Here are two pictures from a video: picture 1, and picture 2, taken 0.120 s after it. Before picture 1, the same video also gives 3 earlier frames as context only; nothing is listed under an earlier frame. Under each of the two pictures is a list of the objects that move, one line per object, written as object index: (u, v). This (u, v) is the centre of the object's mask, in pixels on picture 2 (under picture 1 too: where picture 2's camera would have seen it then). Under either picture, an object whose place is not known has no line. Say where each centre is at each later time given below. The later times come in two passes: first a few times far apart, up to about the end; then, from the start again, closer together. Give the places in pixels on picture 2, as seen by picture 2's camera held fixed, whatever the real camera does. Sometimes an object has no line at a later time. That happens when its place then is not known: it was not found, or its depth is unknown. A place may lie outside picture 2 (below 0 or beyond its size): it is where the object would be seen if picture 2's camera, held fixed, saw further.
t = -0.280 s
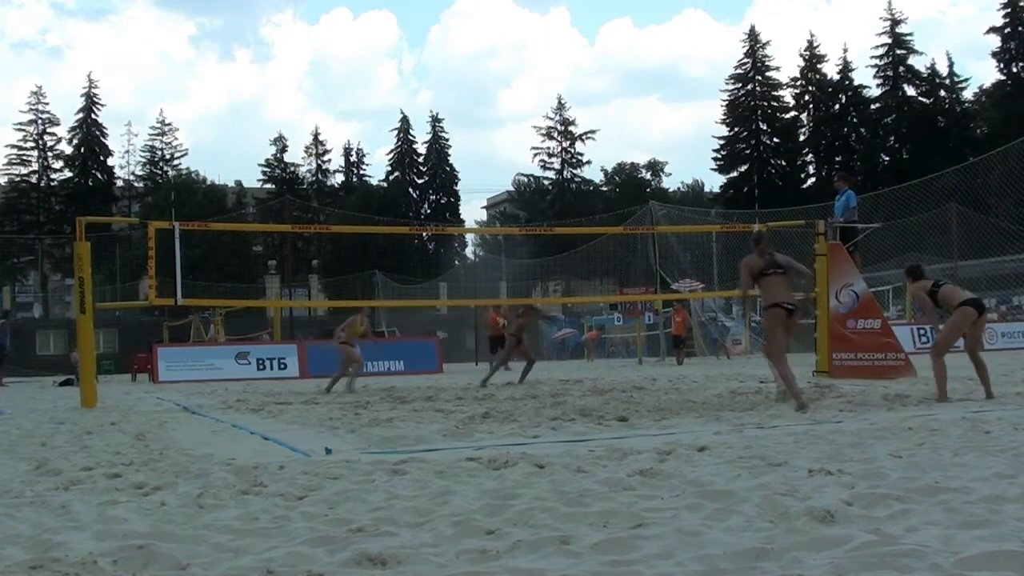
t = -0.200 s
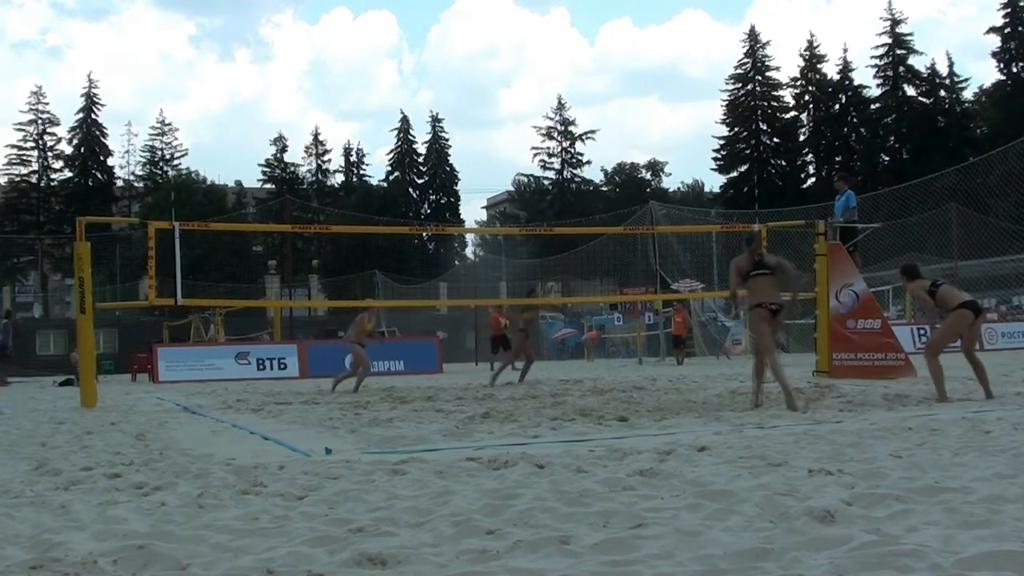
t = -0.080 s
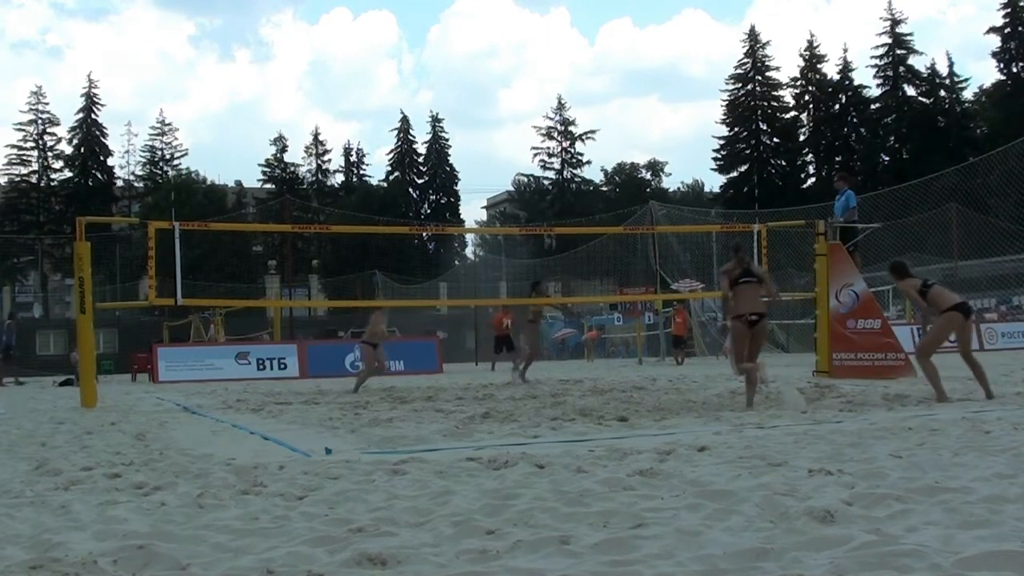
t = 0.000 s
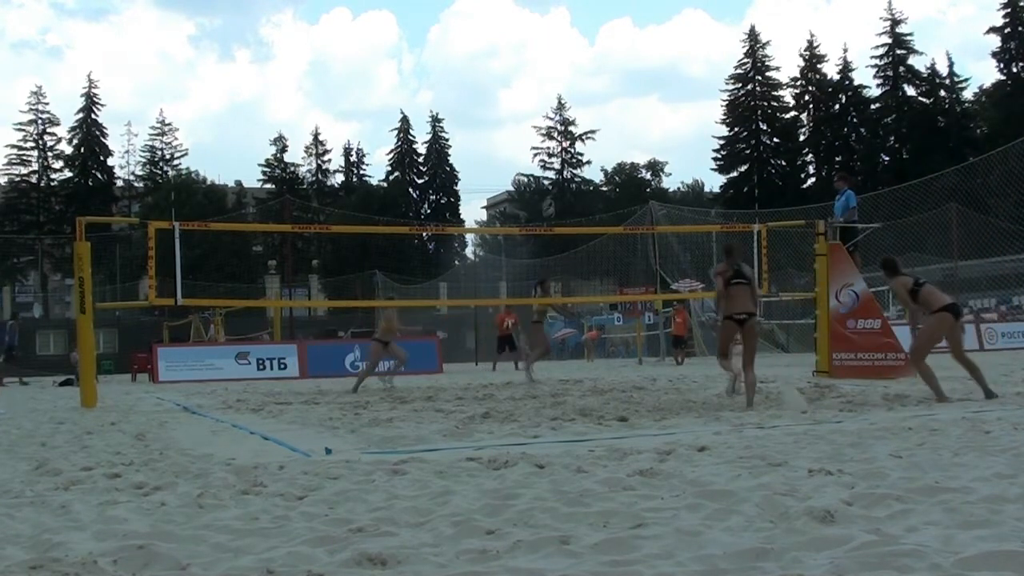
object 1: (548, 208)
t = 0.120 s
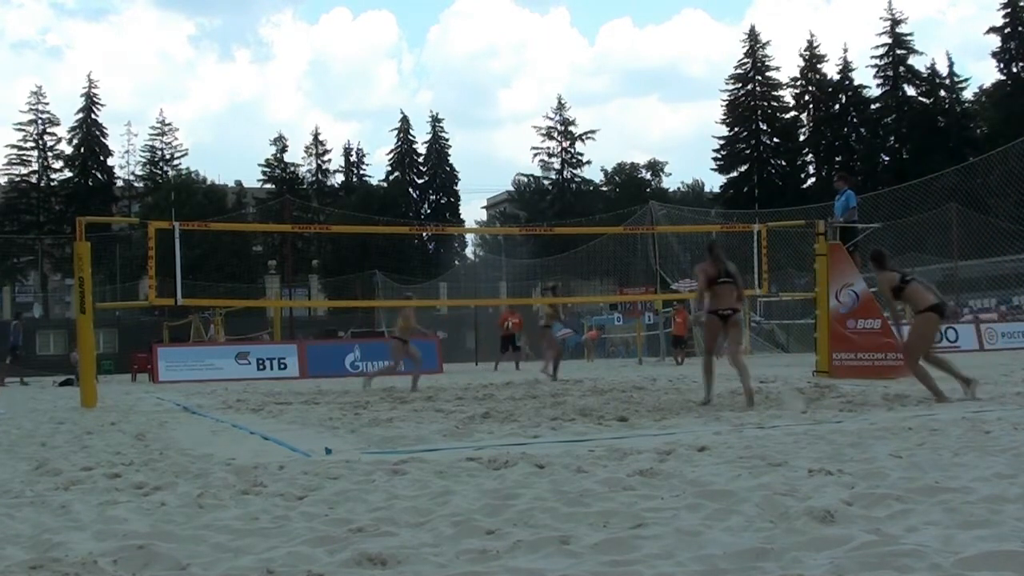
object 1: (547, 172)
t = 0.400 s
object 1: (543, 106)
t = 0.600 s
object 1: (540, 87)
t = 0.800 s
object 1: (537, 92)
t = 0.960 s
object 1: (535, 112)
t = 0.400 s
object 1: (543, 106)
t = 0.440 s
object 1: (542, 100)
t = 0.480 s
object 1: (541, 95)
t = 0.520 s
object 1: (541, 92)
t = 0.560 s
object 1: (540, 89)
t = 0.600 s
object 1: (540, 87)
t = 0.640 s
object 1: (539, 86)
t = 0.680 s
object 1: (539, 86)
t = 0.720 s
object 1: (538, 87)
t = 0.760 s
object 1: (538, 89)
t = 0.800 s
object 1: (537, 92)
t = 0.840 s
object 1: (537, 95)
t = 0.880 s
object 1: (536, 100)
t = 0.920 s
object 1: (536, 106)
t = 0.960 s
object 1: (535, 112)
